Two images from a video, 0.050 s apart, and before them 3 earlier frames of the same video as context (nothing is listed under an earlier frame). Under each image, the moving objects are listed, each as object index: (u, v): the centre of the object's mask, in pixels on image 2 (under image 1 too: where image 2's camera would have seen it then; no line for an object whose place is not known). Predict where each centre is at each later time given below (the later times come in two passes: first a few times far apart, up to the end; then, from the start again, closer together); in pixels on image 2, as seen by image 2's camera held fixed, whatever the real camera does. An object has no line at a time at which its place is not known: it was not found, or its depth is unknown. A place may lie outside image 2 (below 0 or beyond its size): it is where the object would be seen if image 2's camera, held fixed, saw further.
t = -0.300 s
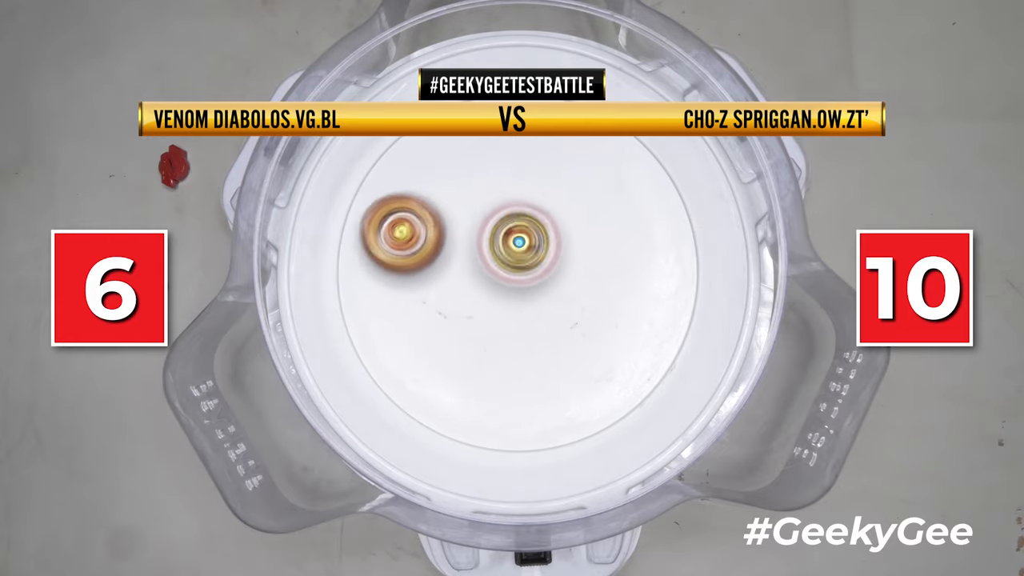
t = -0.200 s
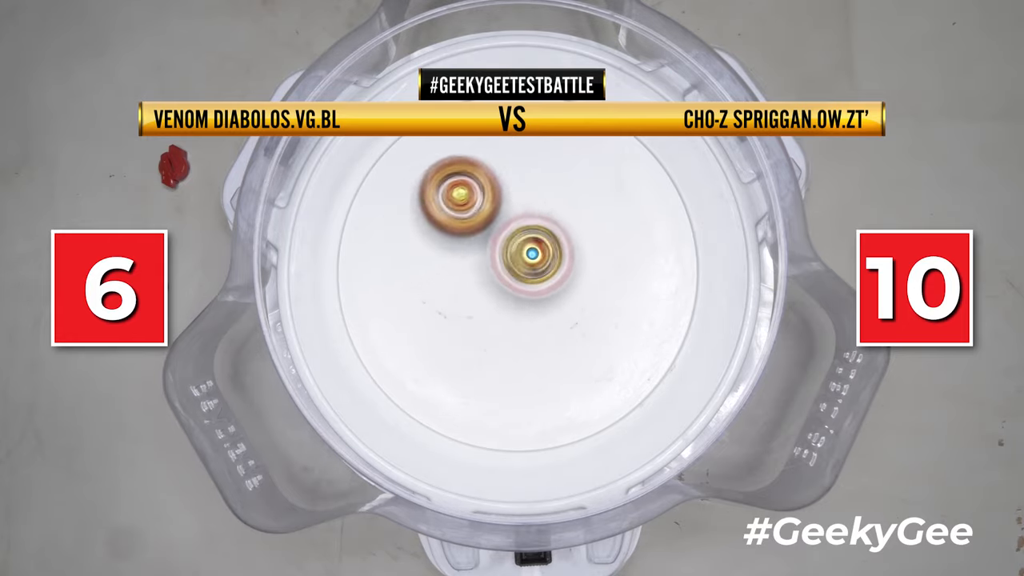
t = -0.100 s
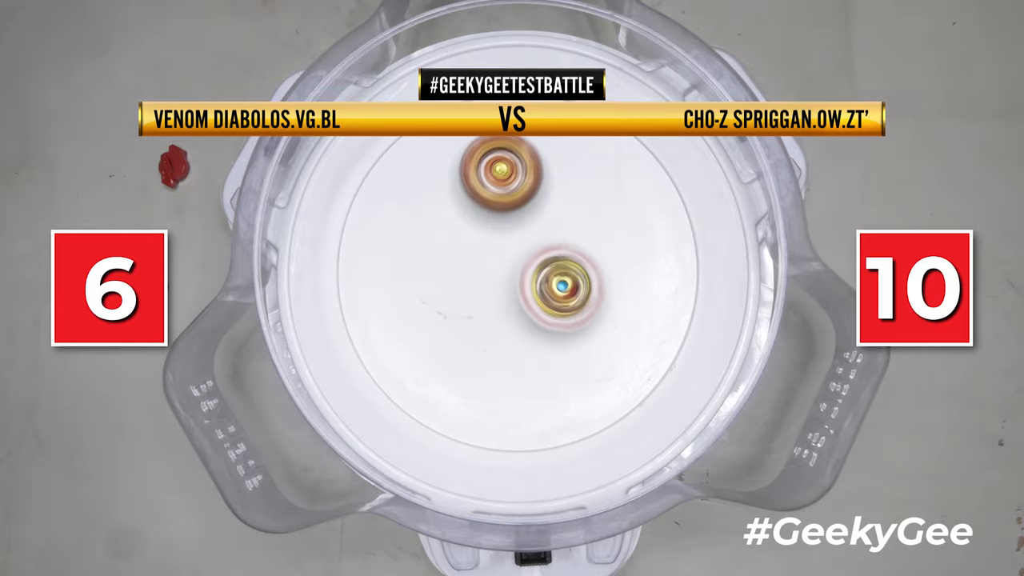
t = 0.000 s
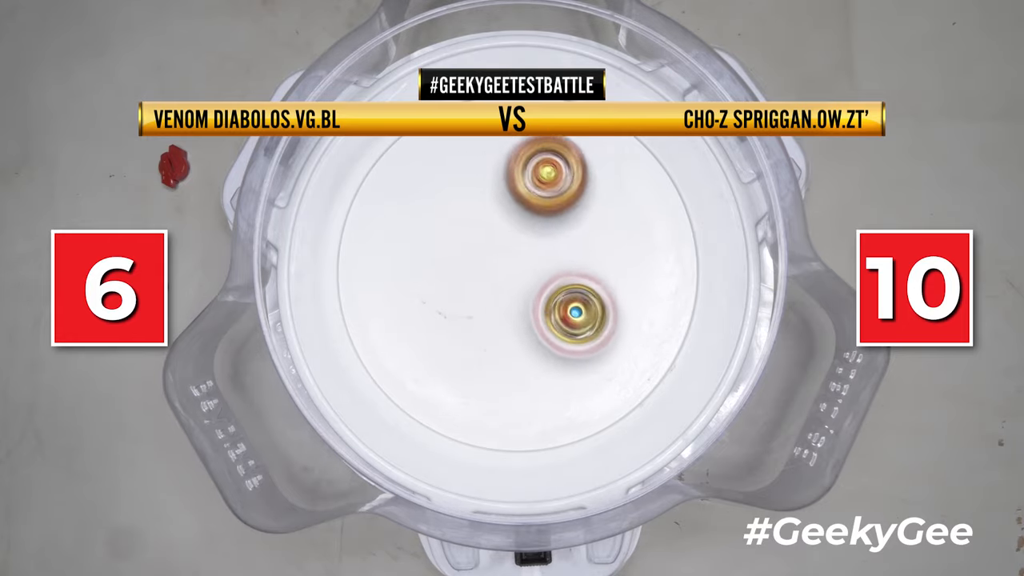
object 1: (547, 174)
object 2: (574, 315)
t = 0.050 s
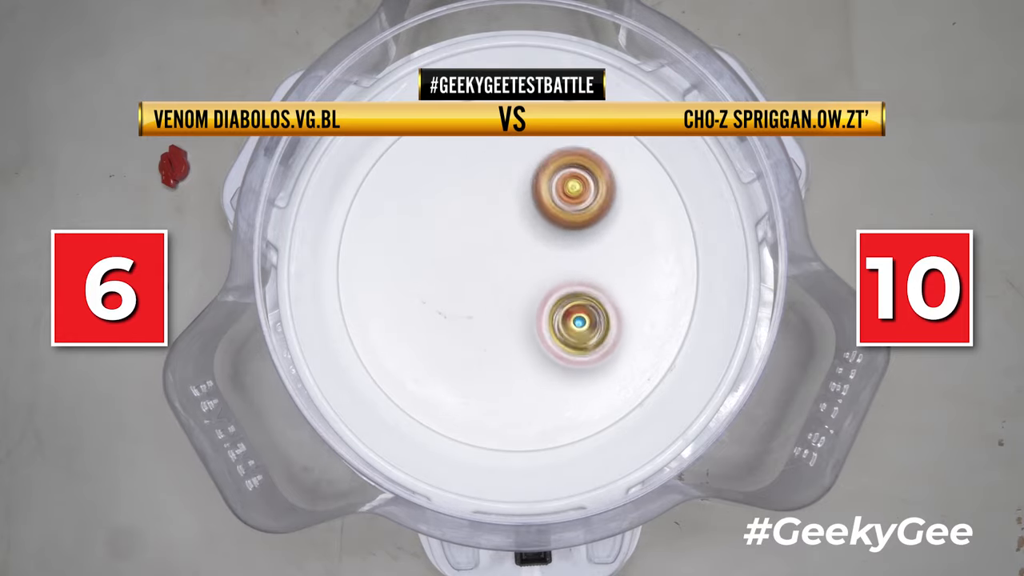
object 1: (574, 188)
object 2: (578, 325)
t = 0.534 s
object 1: (535, 286)
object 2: (528, 388)
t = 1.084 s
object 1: (563, 215)
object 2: (482, 240)
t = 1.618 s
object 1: (433, 258)
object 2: (475, 179)
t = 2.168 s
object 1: (497, 306)
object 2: (574, 241)
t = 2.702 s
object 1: (480, 317)
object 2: (564, 293)
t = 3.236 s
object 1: (507, 253)
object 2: (606, 206)
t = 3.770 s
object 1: (493, 315)
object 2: (491, 224)
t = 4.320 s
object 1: (552, 291)
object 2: (434, 245)
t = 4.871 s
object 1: (588, 277)
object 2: (494, 267)
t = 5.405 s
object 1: (562, 203)
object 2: (461, 255)
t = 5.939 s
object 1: (510, 187)
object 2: (508, 302)
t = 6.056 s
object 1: (508, 168)
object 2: (525, 305)
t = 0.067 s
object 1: (581, 194)
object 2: (579, 328)
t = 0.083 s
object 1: (588, 202)
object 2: (580, 330)
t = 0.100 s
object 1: (594, 210)
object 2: (581, 333)
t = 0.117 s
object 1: (600, 219)
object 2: (581, 335)
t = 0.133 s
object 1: (604, 229)
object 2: (582, 338)
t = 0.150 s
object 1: (607, 239)
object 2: (582, 339)
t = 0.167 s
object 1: (609, 248)
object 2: (582, 341)
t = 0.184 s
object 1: (611, 257)
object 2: (583, 342)
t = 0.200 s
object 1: (613, 258)
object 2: (582, 352)
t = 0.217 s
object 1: (614, 257)
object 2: (581, 363)
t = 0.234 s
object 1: (614, 258)
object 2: (579, 371)
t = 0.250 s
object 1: (614, 258)
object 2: (576, 378)
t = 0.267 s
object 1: (613, 260)
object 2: (574, 384)
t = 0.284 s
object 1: (612, 261)
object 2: (571, 388)
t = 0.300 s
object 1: (610, 263)
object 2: (569, 392)
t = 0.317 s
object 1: (608, 266)
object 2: (567, 395)
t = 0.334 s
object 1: (605, 270)
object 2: (564, 397)
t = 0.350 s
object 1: (601, 274)
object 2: (561, 399)
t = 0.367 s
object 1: (596, 278)
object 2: (558, 401)
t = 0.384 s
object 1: (591, 281)
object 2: (556, 401)
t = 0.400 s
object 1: (586, 283)
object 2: (552, 402)
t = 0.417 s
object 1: (580, 285)
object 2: (549, 402)
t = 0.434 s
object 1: (574, 287)
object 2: (547, 402)
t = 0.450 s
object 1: (568, 289)
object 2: (543, 400)
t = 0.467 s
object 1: (561, 290)
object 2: (541, 398)
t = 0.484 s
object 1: (554, 290)
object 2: (537, 396)
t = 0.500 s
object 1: (547, 289)
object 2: (534, 394)
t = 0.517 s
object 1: (541, 288)
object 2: (531, 391)
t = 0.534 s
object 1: (535, 286)
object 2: (528, 388)
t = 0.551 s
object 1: (530, 284)
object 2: (525, 384)
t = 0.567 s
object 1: (524, 282)
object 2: (522, 380)
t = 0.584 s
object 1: (519, 278)
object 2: (520, 375)
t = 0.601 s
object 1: (514, 275)
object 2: (517, 371)
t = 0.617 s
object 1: (510, 270)
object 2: (515, 366)
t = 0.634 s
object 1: (506, 266)
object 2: (512, 360)
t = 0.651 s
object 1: (503, 261)
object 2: (511, 355)
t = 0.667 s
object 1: (499, 256)
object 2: (509, 351)
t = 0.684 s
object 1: (496, 250)
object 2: (507, 345)
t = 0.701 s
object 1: (494, 244)
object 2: (506, 340)
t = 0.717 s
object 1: (493, 237)
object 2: (505, 335)
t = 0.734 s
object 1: (492, 231)
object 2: (503, 330)
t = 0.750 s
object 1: (492, 226)
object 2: (503, 325)
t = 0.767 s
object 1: (492, 220)
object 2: (503, 320)
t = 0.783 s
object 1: (492, 214)
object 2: (501, 315)
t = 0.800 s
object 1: (494, 209)
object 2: (500, 311)
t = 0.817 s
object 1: (497, 203)
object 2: (499, 307)
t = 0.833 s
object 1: (500, 198)
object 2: (498, 302)
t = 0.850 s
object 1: (504, 194)
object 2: (497, 298)
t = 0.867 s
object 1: (508, 191)
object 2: (496, 294)
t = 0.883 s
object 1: (513, 187)
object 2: (495, 290)
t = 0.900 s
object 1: (519, 184)
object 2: (494, 285)
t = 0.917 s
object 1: (525, 183)
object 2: (493, 281)
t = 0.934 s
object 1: (532, 183)
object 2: (491, 276)
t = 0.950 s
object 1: (538, 184)
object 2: (490, 272)
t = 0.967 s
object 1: (544, 185)
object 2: (490, 268)
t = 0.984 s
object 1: (548, 187)
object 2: (489, 264)
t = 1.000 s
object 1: (553, 191)
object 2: (487, 259)
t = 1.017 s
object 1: (557, 195)
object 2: (487, 256)
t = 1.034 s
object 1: (560, 200)
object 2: (486, 251)
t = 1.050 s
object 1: (561, 206)
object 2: (485, 247)
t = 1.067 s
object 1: (563, 210)
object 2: (483, 244)
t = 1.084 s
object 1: (563, 215)
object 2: (482, 240)
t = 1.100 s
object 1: (564, 221)
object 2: (481, 236)
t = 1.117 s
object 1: (564, 228)
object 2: (480, 232)
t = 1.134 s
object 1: (563, 234)
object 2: (478, 229)
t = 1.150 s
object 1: (561, 240)
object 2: (477, 225)
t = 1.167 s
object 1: (559, 245)
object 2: (475, 222)
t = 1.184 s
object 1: (557, 250)
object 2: (474, 219)
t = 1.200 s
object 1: (555, 255)
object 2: (473, 215)
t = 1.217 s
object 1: (551, 261)
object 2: (472, 212)
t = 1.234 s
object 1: (547, 265)
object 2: (470, 209)
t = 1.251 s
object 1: (543, 268)
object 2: (469, 207)
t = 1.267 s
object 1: (539, 271)
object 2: (468, 203)
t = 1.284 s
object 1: (535, 275)
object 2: (468, 201)
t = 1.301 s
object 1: (529, 278)
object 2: (467, 200)
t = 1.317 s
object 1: (522, 282)
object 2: (466, 197)
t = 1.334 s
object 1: (515, 284)
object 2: (465, 195)
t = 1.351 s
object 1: (508, 285)
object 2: (464, 194)
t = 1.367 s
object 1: (501, 287)
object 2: (464, 191)
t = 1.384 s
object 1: (494, 288)
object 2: (463, 190)
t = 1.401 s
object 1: (486, 287)
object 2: (463, 189)
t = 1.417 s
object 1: (479, 286)
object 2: (463, 188)
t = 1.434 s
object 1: (473, 284)
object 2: (463, 187)
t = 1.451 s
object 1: (467, 282)
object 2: (463, 186)
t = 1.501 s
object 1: (450, 271)
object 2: (463, 186)
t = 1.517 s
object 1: (446, 269)
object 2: (463, 185)
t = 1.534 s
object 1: (443, 267)
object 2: (465, 183)
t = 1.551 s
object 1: (440, 265)
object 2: (466, 183)
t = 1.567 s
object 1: (437, 263)
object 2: (468, 181)
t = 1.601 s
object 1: (434, 260)
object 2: (472, 179)
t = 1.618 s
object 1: (433, 258)
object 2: (475, 179)
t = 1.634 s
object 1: (432, 256)
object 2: (477, 179)
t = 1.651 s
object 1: (431, 254)
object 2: (480, 180)
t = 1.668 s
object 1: (432, 251)
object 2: (483, 181)
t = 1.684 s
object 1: (434, 250)
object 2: (487, 184)
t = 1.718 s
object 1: (434, 249)
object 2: (496, 185)
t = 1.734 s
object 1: (435, 249)
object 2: (499, 187)
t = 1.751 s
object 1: (437, 249)
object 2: (504, 188)
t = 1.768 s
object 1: (439, 249)
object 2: (507, 190)
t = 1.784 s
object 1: (442, 249)
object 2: (512, 193)
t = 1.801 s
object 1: (445, 249)
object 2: (515, 196)
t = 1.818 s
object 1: (448, 249)
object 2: (519, 199)
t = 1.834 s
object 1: (451, 249)
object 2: (521, 202)
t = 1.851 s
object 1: (455, 250)
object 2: (524, 205)
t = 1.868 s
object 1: (457, 252)
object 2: (528, 206)
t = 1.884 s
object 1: (459, 255)
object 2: (532, 207)
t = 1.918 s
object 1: (462, 260)
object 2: (538, 210)
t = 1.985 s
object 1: (472, 271)
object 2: (550, 217)
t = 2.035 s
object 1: (480, 279)
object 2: (558, 223)
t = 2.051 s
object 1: (482, 281)
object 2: (560, 225)
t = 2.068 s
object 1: (485, 285)
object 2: (563, 227)
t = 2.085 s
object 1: (488, 288)
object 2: (565, 229)
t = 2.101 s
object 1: (490, 291)
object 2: (567, 232)
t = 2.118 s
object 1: (492, 295)
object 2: (569, 234)
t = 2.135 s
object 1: (494, 299)
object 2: (571, 237)
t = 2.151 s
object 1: (495, 302)
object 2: (573, 239)
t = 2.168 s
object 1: (497, 306)
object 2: (574, 241)
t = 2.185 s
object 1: (498, 310)
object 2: (576, 243)
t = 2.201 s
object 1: (500, 314)
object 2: (577, 246)
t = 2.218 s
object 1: (500, 317)
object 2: (579, 249)
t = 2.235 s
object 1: (501, 321)
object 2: (580, 251)
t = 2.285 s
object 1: (501, 331)
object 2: (583, 259)
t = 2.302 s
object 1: (501, 335)
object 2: (583, 262)
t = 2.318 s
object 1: (501, 337)
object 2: (584, 264)
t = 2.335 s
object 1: (501, 340)
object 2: (584, 266)
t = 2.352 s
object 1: (500, 342)
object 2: (584, 268)
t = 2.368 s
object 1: (499, 344)
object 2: (584, 271)
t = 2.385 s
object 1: (499, 345)
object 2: (584, 274)
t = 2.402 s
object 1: (498, 345)
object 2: (583, 276)
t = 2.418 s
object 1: (498, 346)
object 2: (583, 279)
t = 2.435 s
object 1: (497, 347)
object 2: (582, 281)
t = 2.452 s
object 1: (496, 346)
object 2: (581, 283)
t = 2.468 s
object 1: (496, 346)
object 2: (580, 285)
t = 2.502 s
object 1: (495, 343)
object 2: (578, 289)
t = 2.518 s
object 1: (494, 341)
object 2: (576, 292)
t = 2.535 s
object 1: (494, 339)
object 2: (574, 294)
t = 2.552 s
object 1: (494, 337)
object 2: (572, 296)
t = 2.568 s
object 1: (493, 335)
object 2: (570, 297)
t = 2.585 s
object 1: (491, 333)
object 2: (570, 298)
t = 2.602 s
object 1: (490, 332)
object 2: (569, 298)
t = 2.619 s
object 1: (487, 331)
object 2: (568, 297)
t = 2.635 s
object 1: (485, 329)
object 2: (568, 297)
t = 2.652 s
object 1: (483, 327)
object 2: (568, 296)
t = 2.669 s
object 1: (482, 324)
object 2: (567, 295)
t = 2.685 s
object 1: (481, 321)
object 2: (565, 294)
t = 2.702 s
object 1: (480, 317)
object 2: (564, 293)
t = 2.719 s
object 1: (479, 313)
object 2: (564, 291)
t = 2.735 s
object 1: (477, 310)
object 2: (563, 289)
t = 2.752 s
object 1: (476, 306)
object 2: (564, 287)
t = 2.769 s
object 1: (476, 302)
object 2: (563, 285)
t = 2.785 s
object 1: (476, 298)
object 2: (563, 283)
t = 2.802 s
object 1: (477, 294)
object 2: (563, 280)
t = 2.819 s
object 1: (475, 291)
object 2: (565, 276)
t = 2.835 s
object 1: (472, 289)
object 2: (570, 272)
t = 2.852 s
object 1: (471, 285)
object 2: (572, 268)
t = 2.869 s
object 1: (471, 282)
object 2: (575, 265)
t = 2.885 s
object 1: (472, 278)
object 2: (577, 262)
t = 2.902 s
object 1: (472, 274)
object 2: (579, 259)
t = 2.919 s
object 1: (474, 270)
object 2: (580, 257)
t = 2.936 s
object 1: (477, 266)
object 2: (581, 255)
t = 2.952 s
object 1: (479, 263)
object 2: (583, 252)
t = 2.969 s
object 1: (483, 259)
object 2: (583, 250)
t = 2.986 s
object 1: (487, 256)
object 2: (584, 248)
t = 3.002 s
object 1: (490, 253)
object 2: (584, 246)
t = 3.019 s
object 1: (495, 250)
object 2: (585, 243)
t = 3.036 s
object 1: (498, 248)
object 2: (585, 240)
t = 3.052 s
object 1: (496, 249)
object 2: (591, 235)
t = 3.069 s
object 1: (495, 250)
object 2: (596, 230)
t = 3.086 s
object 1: (494, 250)
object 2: (599, 226)
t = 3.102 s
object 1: (494, 251)
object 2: (603, 222)
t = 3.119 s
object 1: (494, 251)
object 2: (604, 220)
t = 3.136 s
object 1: (495, 251)
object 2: (606, 217)
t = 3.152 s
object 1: (497, 251)
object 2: (607, 215)
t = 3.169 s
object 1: (498, 251)
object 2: (608, 213)
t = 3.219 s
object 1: (505, 252)
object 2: (607, 207)
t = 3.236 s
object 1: (507, 253)
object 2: (606, 206)
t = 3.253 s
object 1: (510, 254)
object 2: (606, 205)
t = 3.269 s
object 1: (512, 255)
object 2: (604, 203)
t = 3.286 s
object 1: (514, 256)
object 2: (603, 202)
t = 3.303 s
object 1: (517, 257)
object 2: (601, 200)
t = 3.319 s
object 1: (519, 259)
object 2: (599, 199)
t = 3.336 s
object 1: (521, 260)
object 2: (596, 198)
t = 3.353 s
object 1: (523, 262)
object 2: (592, 198)
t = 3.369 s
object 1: (525, 264)
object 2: (589, 197)
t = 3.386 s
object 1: (526, 266)
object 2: (584, 197)
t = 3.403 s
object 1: (528, 269)
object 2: (581, 197)
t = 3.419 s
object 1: (529, 271)
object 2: (576, 197)
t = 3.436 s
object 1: (529, 274)
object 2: (572, 197)
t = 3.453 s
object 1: (530, 277)
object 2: (567, 196)
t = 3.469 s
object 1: (530, 280)
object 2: (563, 196)
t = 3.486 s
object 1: (531, 283)
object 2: (558, 196)
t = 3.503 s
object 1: (530, 287)
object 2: (554, 196)
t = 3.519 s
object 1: (530, 290)
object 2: (550, 197)
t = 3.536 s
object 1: (529, 293)
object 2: (545, 197)
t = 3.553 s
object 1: (528, 297)
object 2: (540, 198)
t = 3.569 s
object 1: (526, 299)
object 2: (535, 200)
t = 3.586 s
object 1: (525, 302)
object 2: (531, 201)
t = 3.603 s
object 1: (523, 305)
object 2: (527, 203)
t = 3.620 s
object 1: (520, 307)
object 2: (523, 204)
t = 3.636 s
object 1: (518, 308)
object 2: (519, 206)
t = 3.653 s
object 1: (515, 310)
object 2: (515, 209)
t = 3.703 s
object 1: (506, 312)
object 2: (505, 217)
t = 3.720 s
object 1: (503, 311)
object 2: (502, 220)
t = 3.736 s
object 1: (500, 312)
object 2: (499, 222)
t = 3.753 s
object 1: (496, 313)
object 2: (495, 223)
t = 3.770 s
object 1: (493, 315)
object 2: (491, 224)
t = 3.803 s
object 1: (488, 315)
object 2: (484, 226)
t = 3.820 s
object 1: (485, 316)
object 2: (480, 226)
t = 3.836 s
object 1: (483, 316)
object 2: (475, 226)
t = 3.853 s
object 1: (483, 317)
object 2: (472, 226)
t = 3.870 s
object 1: (482, 319)
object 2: (467, 225)
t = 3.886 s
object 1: (482, 320)
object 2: (463, 225)
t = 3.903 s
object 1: (482, 320)
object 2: (460, 224)
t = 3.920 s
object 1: (481, 319)
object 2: (457, 224)
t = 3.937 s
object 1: (481, 318)
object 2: (454, 224)
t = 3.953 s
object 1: (481, 317)
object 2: (452, 225)
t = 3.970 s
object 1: (481, 314)
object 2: (451, 225)
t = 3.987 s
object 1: (481, 312)
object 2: (450, 226)
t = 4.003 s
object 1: (481, 310)
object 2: (449, 226)
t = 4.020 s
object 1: (483, 307)
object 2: (447, 227)
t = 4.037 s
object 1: (485, 306)
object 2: (443, 227)
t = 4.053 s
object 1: (490, 305)
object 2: (439, 227)
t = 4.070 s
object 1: (495, 304)
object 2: (436, 226)
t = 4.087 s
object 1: (499, 303)
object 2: (434, 225)
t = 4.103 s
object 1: (503, 301)
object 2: (431, 225)
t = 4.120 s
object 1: (507, 300)
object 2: (429, 226)
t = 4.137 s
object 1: (511, 299)
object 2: (428, 226)
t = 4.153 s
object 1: (516, 297)
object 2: (427, 228)
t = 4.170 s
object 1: (519, 296)
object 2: (427, 228)
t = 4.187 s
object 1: (523, 295)
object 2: (426, 229)
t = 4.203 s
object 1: (527, 294)
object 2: (426, 231)
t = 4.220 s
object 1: (530, 293)
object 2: (426, 232)
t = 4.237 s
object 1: (534, 293)
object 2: (427, 234)
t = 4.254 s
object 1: (538, 293)
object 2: (427, 237)
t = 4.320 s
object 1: (552, 291)
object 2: (434, 245)
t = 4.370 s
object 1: (562, 291)
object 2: (441, 255)
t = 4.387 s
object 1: (565, 292)
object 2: (444, 258)
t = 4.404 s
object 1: (567, 292)
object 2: (447, 261)
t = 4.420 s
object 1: (569, 292)
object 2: (451, 263)
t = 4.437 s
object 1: (571, 293)
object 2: (454, 265)
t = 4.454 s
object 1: (573, 293)
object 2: (457, 267)
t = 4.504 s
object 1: (576, 294)
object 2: (469, 273)
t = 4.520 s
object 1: (577, 295)
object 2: (472, 275)
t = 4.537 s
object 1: (576, 294)
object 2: (476, 276)
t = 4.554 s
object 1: (576, 295)
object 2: (481, 277)
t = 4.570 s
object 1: (575, 294)
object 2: (485, 278)
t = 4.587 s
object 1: (575, 294)
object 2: (489, 278)
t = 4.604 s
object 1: (576, 294)
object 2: (490, 279)
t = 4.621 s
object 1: (579, 294)
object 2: (489, 280)
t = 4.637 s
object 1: (581, 295)
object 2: (490, 280)
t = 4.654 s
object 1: (583, 294)
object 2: (491, 281)
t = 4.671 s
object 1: (584, 294)
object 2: (493, 280)
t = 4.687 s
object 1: (584, 294)
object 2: (495, 279)
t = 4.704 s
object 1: (584, 293)
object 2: (498, 278)
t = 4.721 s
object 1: (583, 292)
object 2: (499, 278)
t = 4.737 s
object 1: (583, 291)
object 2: (500, 277)
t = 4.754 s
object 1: (583, 290)
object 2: (500, 277)
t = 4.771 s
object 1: (584, 288)
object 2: (500, 275)
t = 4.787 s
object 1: (585, 286)
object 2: (500, 274)
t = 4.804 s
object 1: (585, 284)
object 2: (501, 273)
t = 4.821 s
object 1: (585, 282)
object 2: (499, 273)
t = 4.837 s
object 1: (587, 280)
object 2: (497, 271)
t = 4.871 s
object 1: (588, 277)
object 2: (494, 267)
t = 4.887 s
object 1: (588, 275)
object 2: (492, 265)
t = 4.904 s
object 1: (588, 273)
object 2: (491, 264)
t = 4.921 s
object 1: (588, 271)
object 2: (490, 263)
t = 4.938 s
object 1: (587, 269)
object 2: (489, 261)
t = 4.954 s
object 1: (586, 267)
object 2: (488, 260)
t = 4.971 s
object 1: (585, 264)
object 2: (488, 259)
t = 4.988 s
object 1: (584, 262)
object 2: (488, 258)
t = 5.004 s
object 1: (582, 260)
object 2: (487, 256)
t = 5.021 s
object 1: (580, 257)
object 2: (486, 255)
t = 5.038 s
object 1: (578, 255)
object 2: (486, 253)
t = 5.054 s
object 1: (576, 253)
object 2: (485, 252)
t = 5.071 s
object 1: (574, 251)
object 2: (485, 251)
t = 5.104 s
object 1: (570, 247)
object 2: (485, 249)
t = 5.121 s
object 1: (568, 244)
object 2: (486, 248)
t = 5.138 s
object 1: (568, 242)
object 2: (485, 247)
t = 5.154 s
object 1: (567, 239)
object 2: (483, 247)
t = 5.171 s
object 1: (566, 237)
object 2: (482, 247)
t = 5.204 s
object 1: (563, 232)
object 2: (481, 246)
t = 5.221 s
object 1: (562, 229)
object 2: (480, 246)
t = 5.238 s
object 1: (561, 227)
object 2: (478, 246)
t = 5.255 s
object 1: (562, 224)
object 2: (474, 247)
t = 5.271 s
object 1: (564, 220)
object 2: (469, 248)
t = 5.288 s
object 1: (564, 217)
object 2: (467, 250)
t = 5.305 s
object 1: (565, 214)
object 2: (465, 250)
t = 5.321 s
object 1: (565, 212)
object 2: (463, 251)
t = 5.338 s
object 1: (565, 209)
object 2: (462, 252)
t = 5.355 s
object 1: (565, 208)
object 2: (462, 253)
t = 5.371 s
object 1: (564, 206)
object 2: (461, 253)
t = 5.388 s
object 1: (564, 205)
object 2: (461, 254)
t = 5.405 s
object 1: (562, 203)
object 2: (461, 255)
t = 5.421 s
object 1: (561, 202)
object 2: (461, 256)
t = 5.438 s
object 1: (560, 201)
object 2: (460, 257)
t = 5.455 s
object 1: (558, 201)
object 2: (460, 258)
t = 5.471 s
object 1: (556, 201)
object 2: (461, 260)
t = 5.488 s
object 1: (555, 201)
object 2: (461, 261)
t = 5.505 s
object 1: (552, 201)
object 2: (462, 262)
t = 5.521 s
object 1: (550, 202)
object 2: (464, 264)
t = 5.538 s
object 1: (547, 202)
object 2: (465, 265)
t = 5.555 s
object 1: (545, 203)
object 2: (466, 266)
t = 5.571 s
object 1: (542, 204)
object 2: (468, 267)
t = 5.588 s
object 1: (539, 204)
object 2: (469, 268)
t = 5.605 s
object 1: (536, 205)
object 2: (471, 268)
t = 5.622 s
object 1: (534, 205)
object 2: (473, 269)
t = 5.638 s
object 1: (532, 203)
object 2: (474, 275)
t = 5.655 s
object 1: (531, 200)
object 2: (475, 279)
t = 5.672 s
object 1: (529, 198)
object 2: (475, 283)
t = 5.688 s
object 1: (529, 196)
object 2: (478, 286)
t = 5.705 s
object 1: (527, 195)
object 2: (481, 288)
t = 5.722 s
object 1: (526, 193)
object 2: (482, 289)
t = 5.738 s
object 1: (524, 192)
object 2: (484, 291)
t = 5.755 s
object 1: (523, 192)
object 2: (487, 292)
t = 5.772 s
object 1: (522, 192)
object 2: (489, 292)
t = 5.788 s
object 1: (521, 192)
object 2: (491, 292)
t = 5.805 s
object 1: (519, 192)
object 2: (492, 293)
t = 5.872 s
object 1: (516, 196)
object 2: (499, 292)
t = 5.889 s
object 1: (516, 198)
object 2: (501, 291)
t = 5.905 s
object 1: (514, 200)
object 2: (503, 291)
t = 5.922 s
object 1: (511, 195)
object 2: (504, 297)
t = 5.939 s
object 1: (510, 187)
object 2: (508, 302)
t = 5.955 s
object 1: (509, 182)
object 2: (510, 305)
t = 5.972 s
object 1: (508, 178)
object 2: (513, 307)
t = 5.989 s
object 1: (507, 175)
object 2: (517, 309)
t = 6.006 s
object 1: (508, 173)
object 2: (519, 310)
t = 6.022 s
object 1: (507, 171)
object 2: (522, 309)
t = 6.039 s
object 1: (508, 169)
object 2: (524, 306)
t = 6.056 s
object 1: (508, 168)
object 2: (525, 305)
